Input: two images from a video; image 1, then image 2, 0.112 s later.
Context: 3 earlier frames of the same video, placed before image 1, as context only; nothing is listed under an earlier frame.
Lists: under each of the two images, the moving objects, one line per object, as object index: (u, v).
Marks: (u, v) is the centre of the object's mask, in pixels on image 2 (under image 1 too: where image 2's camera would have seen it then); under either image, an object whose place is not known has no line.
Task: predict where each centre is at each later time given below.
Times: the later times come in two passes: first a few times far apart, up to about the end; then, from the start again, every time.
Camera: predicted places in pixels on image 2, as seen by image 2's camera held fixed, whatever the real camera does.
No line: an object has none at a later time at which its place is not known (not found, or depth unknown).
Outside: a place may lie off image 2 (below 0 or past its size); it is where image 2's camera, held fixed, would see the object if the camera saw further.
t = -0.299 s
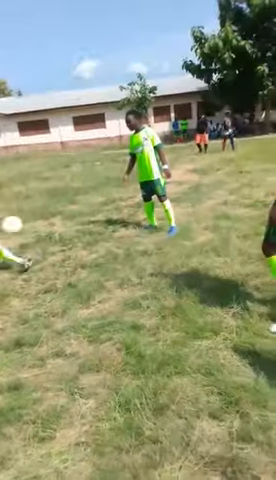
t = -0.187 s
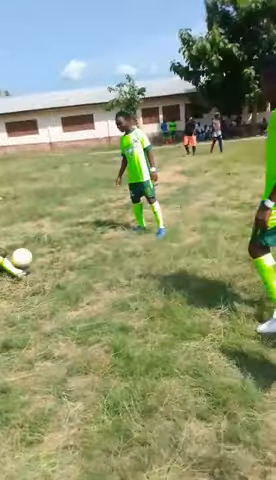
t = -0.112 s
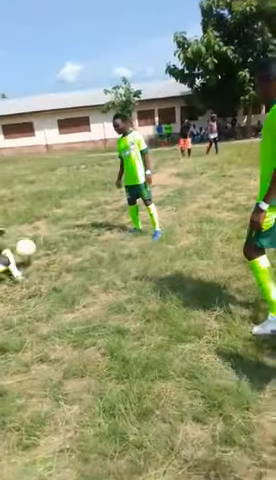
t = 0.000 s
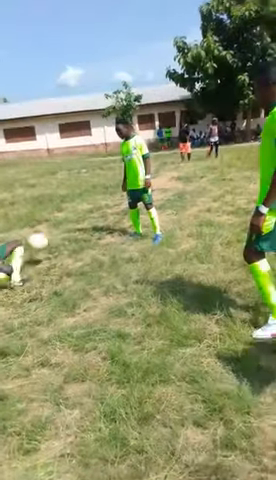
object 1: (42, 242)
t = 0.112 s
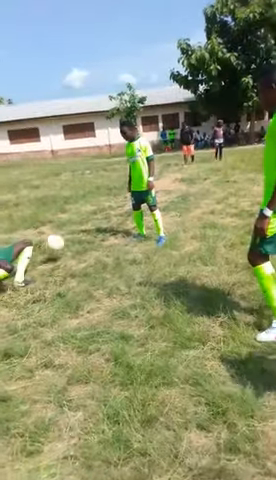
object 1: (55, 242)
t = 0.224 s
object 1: (67, 252)
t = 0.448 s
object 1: (85, 235)
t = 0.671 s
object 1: (104, 236)
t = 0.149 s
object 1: (60, 244)
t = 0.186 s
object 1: (64, 249)
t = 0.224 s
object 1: (67, 252)
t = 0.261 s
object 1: (70, 249)
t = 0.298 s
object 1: (73, 244)
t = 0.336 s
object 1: (77, 240)
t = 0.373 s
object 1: (79, 237)
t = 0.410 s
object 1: (82, 236)
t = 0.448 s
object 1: (85, 235)
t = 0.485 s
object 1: (89, 236)
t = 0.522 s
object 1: (93, 237)
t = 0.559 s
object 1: (96, 240)
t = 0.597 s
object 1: (99, 242)
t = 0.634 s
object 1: (102, 239)
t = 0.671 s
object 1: (104, 236)
